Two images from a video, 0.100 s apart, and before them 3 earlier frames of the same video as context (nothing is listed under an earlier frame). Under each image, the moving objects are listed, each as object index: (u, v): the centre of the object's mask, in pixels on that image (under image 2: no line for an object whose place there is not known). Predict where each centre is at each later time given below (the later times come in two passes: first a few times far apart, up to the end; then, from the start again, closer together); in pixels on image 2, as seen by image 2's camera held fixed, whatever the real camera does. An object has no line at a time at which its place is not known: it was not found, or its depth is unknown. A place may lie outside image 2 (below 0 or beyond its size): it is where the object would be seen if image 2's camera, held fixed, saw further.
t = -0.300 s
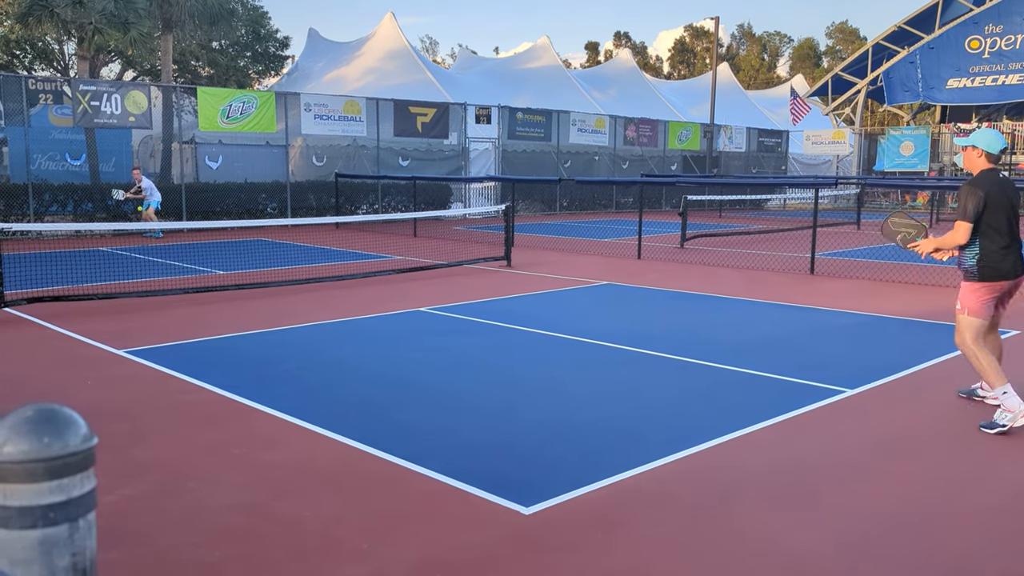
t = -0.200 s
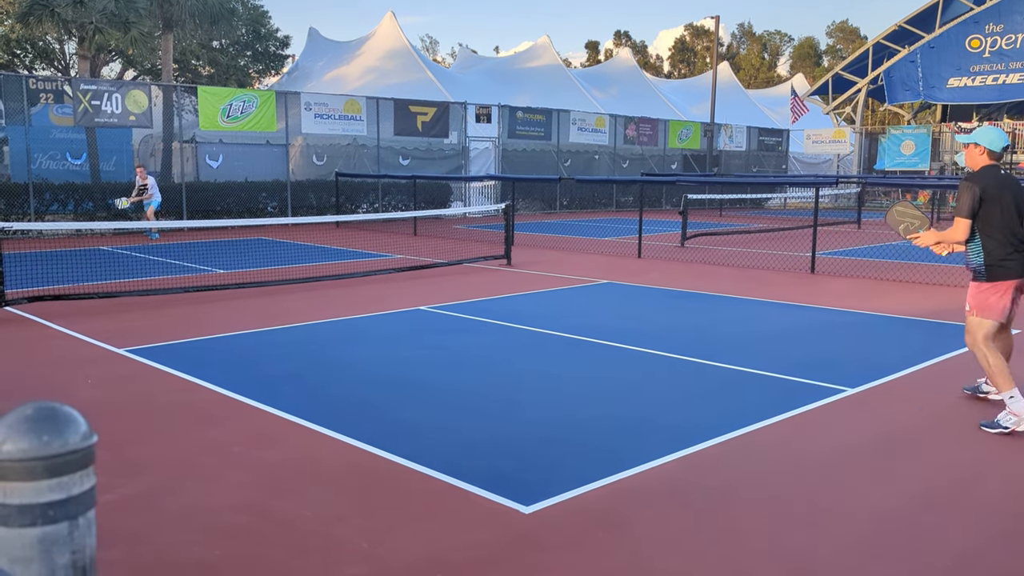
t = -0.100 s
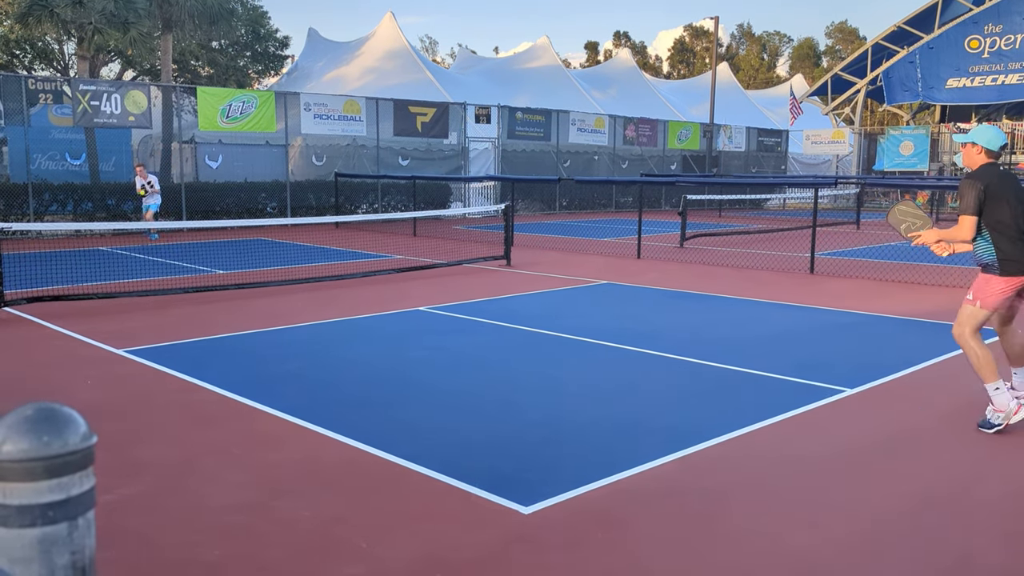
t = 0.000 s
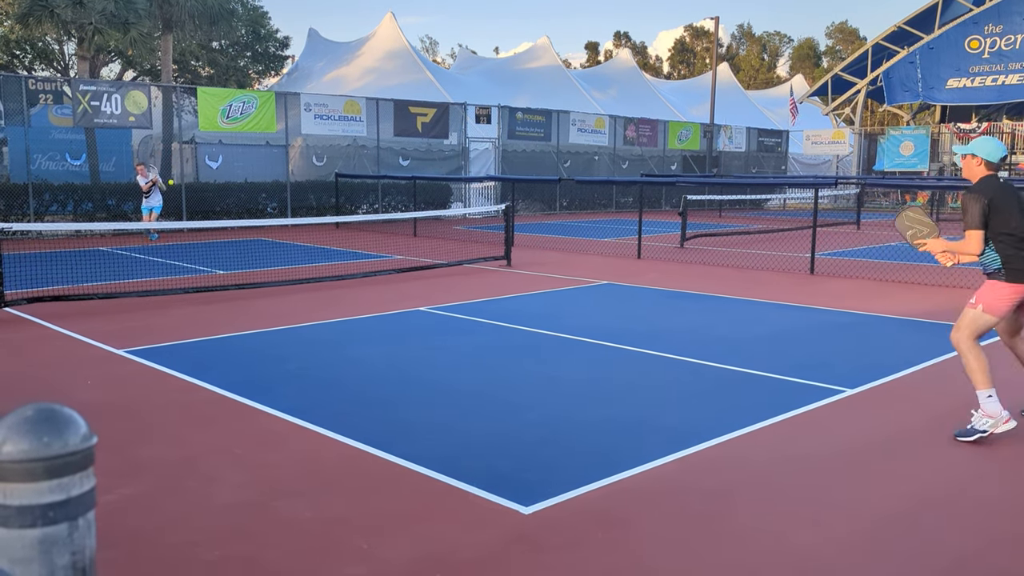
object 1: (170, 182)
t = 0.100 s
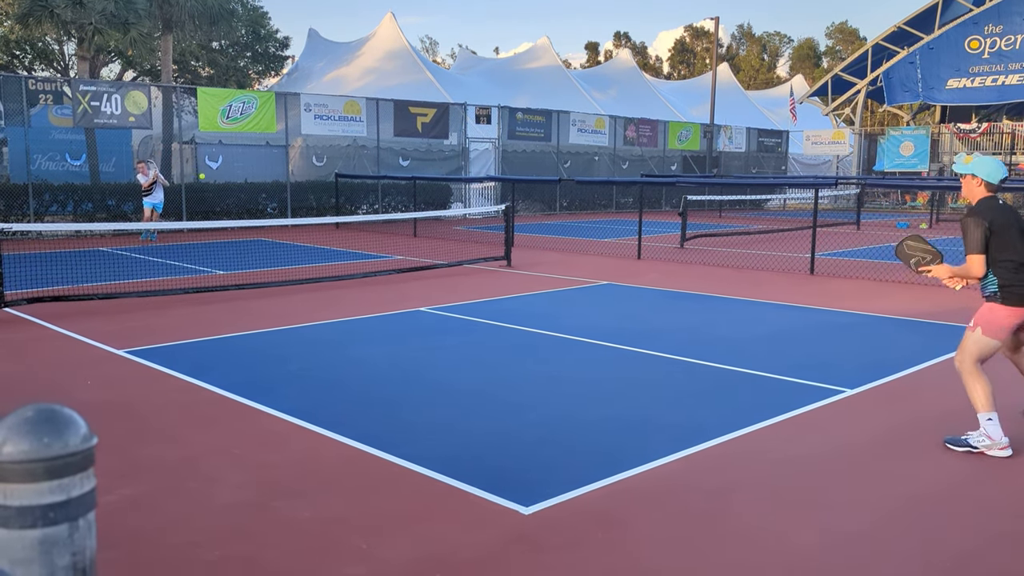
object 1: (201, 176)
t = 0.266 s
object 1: (261, 179)
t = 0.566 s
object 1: (401, 247)
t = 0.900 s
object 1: (590, 308)
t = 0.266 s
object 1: (261, 179)
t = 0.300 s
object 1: (274, 183)
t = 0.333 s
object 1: (288, 186)
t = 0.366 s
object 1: (302, 192)
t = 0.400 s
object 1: (317, 199)
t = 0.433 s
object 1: (333, 206)
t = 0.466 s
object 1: (349, 214)
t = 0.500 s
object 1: (365, 224)
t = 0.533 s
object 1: (383, 235)
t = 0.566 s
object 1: (401, 247)
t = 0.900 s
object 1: (590, 308)
